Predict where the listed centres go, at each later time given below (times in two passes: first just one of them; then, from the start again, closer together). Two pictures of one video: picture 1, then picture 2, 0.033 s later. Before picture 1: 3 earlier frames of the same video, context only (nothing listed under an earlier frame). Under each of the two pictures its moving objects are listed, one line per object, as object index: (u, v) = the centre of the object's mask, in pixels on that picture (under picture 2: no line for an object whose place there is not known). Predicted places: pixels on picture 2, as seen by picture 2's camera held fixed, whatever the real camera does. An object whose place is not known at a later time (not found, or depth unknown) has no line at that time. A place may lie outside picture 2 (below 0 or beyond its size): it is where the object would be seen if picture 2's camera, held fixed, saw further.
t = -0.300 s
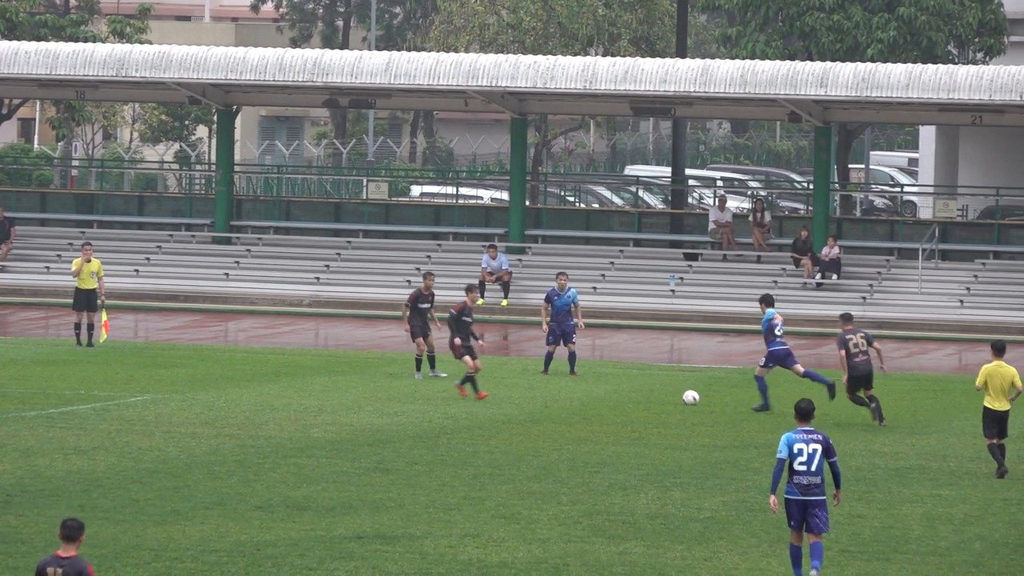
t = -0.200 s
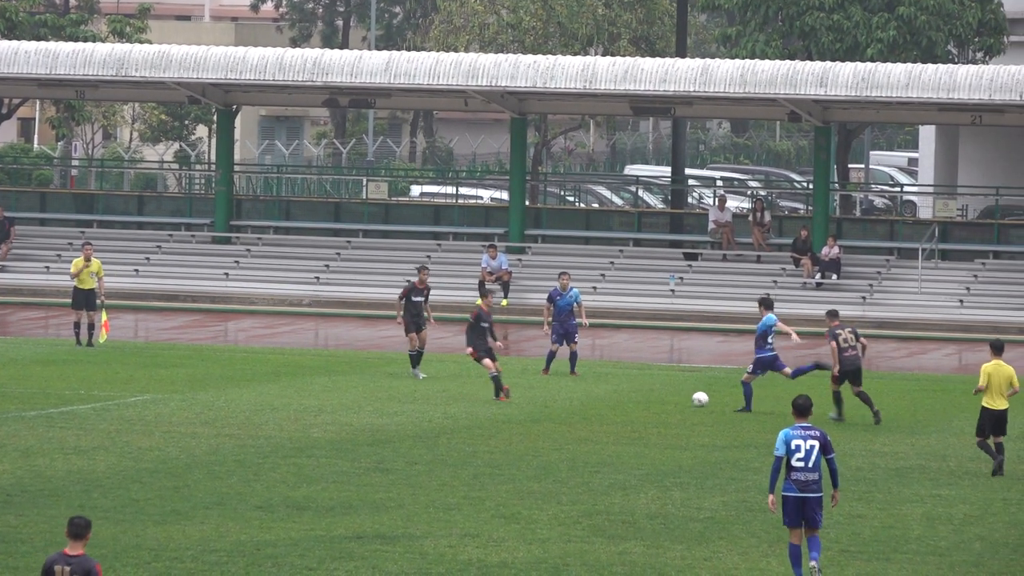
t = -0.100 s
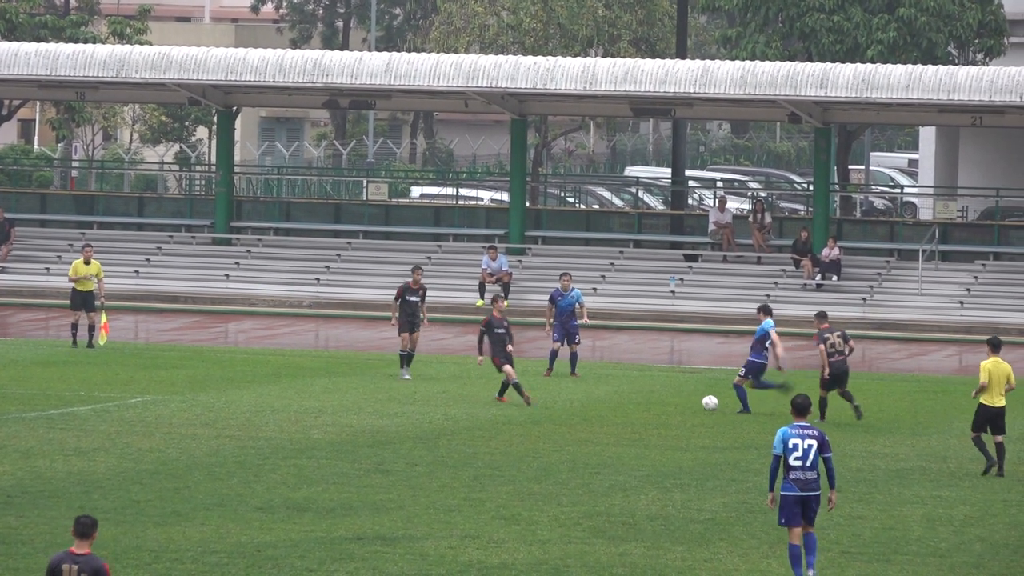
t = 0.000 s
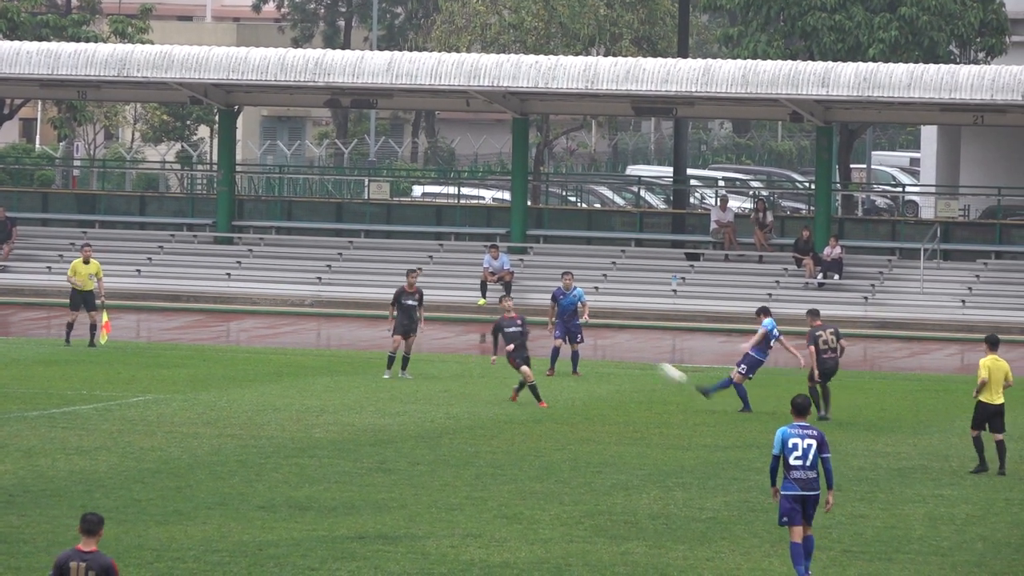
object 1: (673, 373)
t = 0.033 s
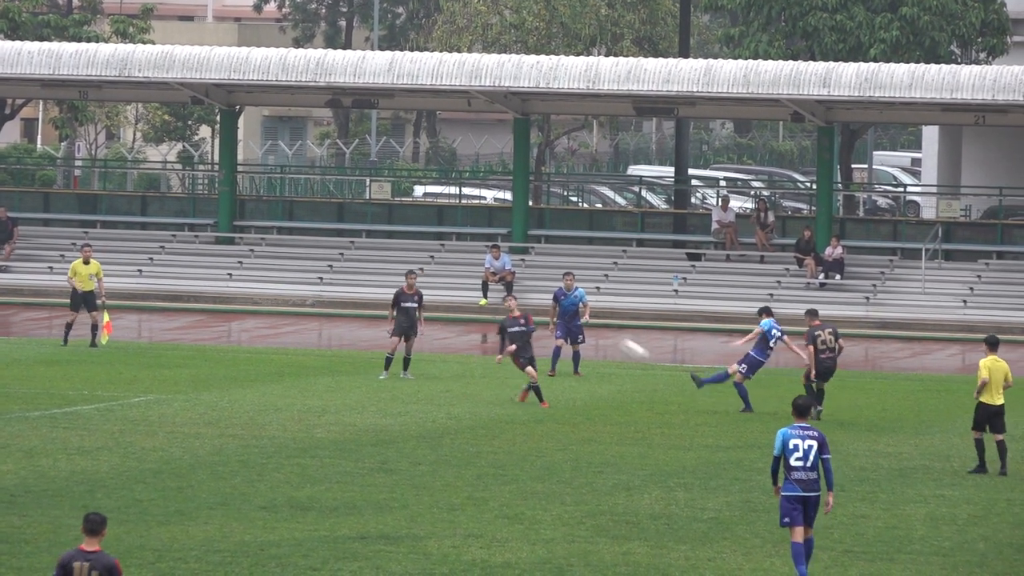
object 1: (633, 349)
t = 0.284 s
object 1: (352, 196)
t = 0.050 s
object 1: (614, 336)
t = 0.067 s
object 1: (596, 326)
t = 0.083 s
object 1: (572, 314)
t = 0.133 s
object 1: (517, 283)
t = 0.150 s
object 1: (499, 273)
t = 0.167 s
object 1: (480, 261)
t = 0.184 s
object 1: (462, 250)
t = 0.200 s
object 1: (443, 240)
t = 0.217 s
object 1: (424, 232)
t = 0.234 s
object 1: (405, 222)
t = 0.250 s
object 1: (388, 214)
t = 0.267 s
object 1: (370, 205)
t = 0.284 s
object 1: (352, 196)
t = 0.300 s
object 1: (333, 186)
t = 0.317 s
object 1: (316, 178)
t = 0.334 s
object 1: (298, 169)
